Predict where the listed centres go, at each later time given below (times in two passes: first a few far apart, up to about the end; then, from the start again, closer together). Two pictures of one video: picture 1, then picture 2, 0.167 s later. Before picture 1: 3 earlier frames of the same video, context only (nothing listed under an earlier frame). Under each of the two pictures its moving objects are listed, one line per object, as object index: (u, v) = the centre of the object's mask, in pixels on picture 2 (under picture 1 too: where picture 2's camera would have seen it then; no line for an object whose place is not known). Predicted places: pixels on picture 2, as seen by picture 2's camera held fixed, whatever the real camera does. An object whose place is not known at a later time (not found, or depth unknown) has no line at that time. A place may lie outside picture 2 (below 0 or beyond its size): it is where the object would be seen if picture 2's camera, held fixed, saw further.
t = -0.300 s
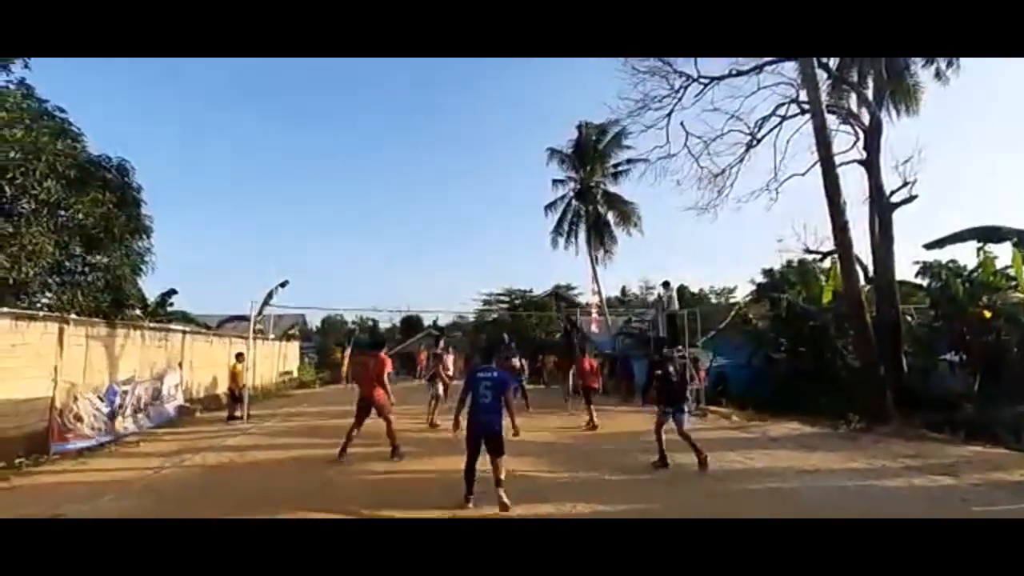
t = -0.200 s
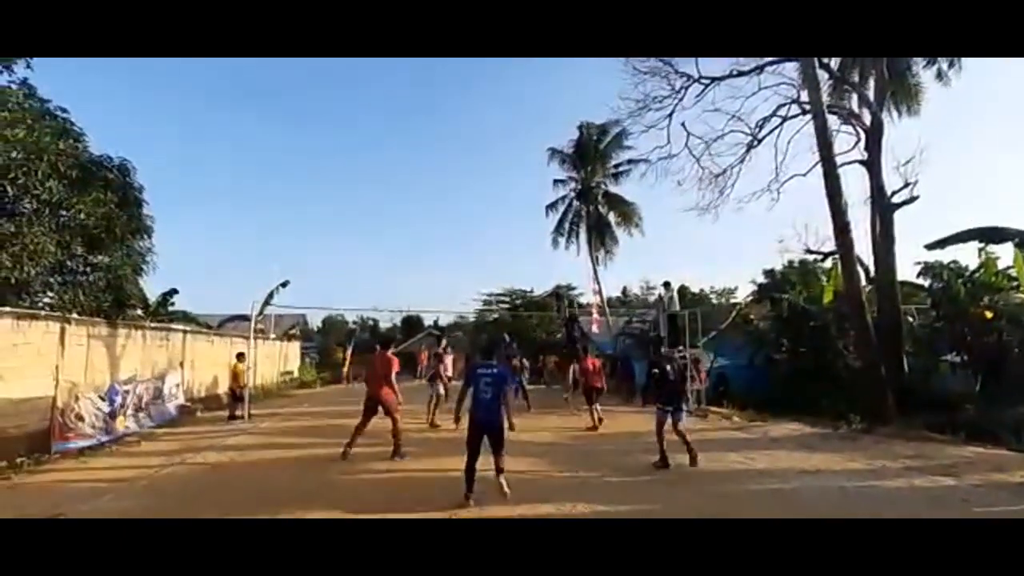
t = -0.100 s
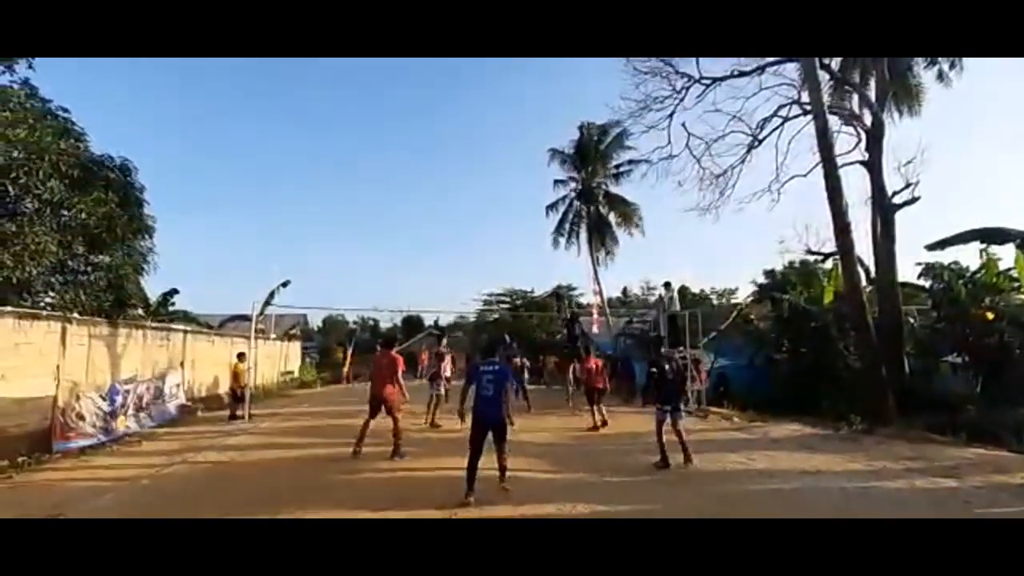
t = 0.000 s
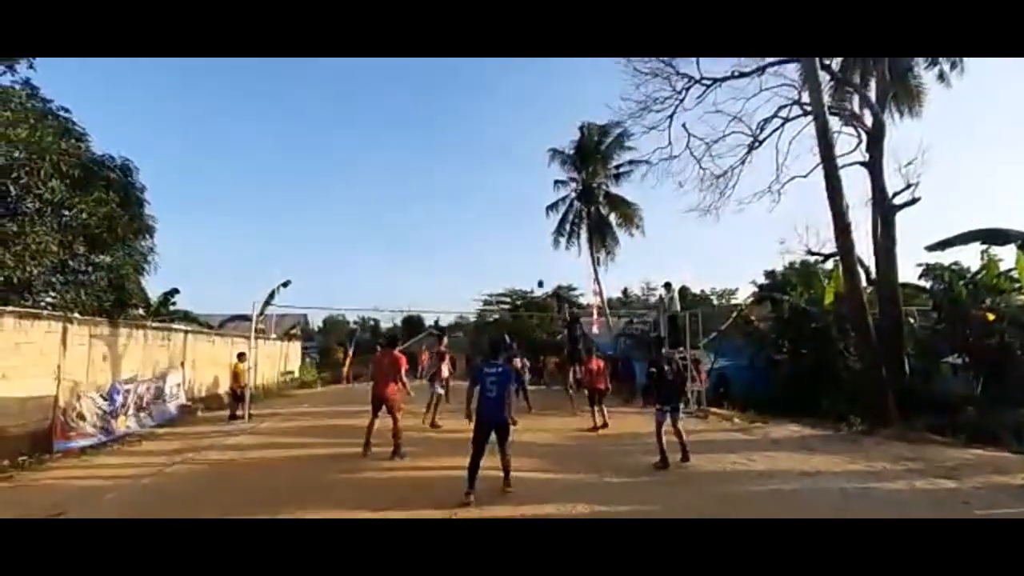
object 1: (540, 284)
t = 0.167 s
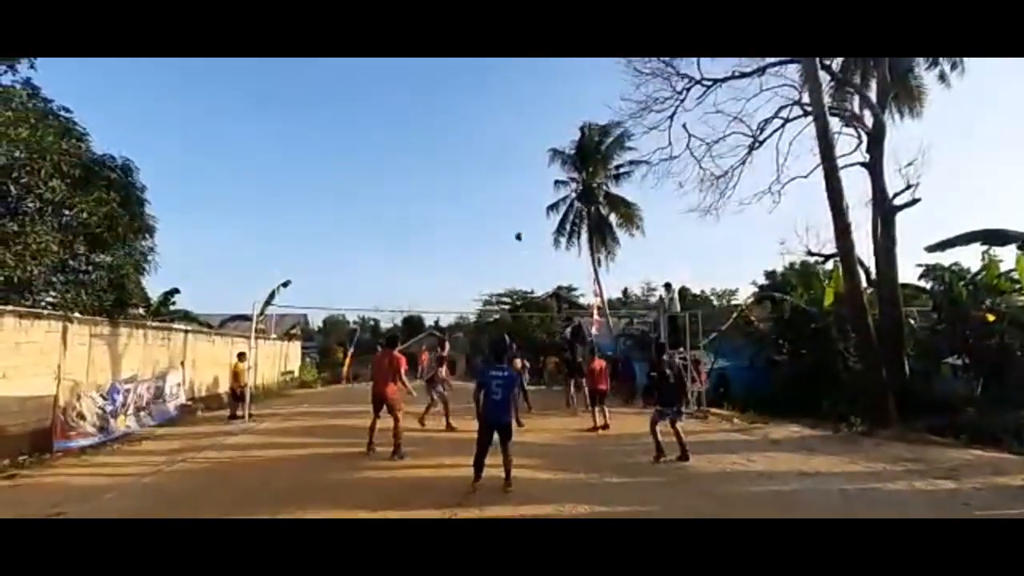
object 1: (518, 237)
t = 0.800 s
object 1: (434, 151)
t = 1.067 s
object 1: (397, 164)
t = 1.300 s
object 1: (360, 201)
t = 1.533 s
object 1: (321, 268)
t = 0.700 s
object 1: (448, 154)
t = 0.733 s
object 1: (444, 153)
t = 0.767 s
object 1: (439, 152)
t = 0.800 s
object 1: (434, 151)
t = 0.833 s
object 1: (430, 151)
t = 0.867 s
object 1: (425, 151)
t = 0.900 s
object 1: (420, 153)
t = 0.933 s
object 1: (416, 153)
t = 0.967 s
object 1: (411, 156)
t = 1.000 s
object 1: (406, 158)
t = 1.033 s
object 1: (401, 161)
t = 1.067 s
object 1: (397, 164)
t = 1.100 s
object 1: (392, 168)
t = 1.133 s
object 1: (387, 172)
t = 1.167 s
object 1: (382, 176)
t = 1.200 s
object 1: (377, 182)
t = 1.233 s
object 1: (371, 188)
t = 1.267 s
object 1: (367, 194)
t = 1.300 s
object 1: (360, 201)
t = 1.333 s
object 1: (355, 208)
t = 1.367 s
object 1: (350, 217)
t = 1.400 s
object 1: (344, 226)
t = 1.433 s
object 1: (339, 235)
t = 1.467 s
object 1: (333, 245)
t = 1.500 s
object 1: (326, 256)
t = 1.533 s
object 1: (321, 268)
